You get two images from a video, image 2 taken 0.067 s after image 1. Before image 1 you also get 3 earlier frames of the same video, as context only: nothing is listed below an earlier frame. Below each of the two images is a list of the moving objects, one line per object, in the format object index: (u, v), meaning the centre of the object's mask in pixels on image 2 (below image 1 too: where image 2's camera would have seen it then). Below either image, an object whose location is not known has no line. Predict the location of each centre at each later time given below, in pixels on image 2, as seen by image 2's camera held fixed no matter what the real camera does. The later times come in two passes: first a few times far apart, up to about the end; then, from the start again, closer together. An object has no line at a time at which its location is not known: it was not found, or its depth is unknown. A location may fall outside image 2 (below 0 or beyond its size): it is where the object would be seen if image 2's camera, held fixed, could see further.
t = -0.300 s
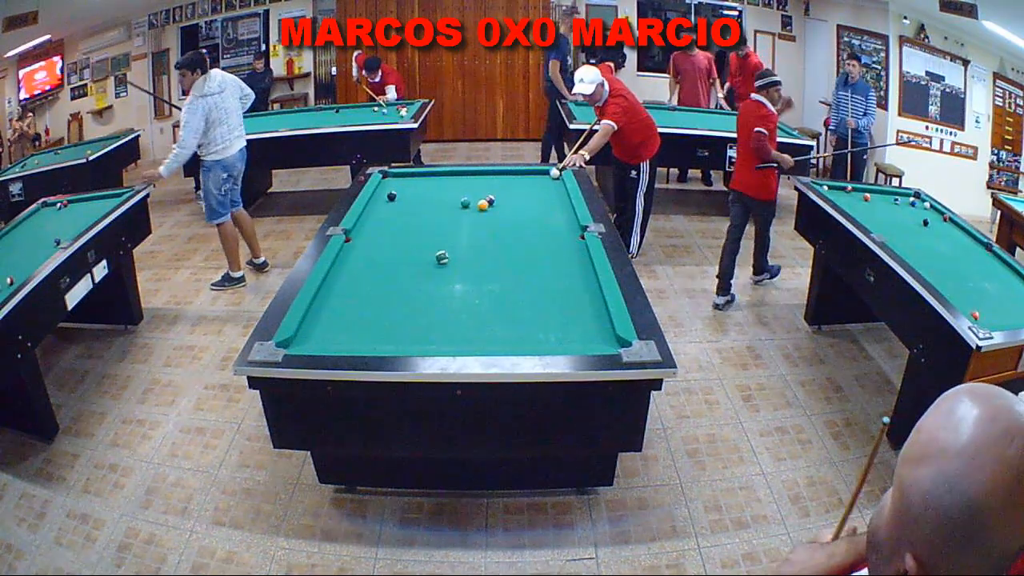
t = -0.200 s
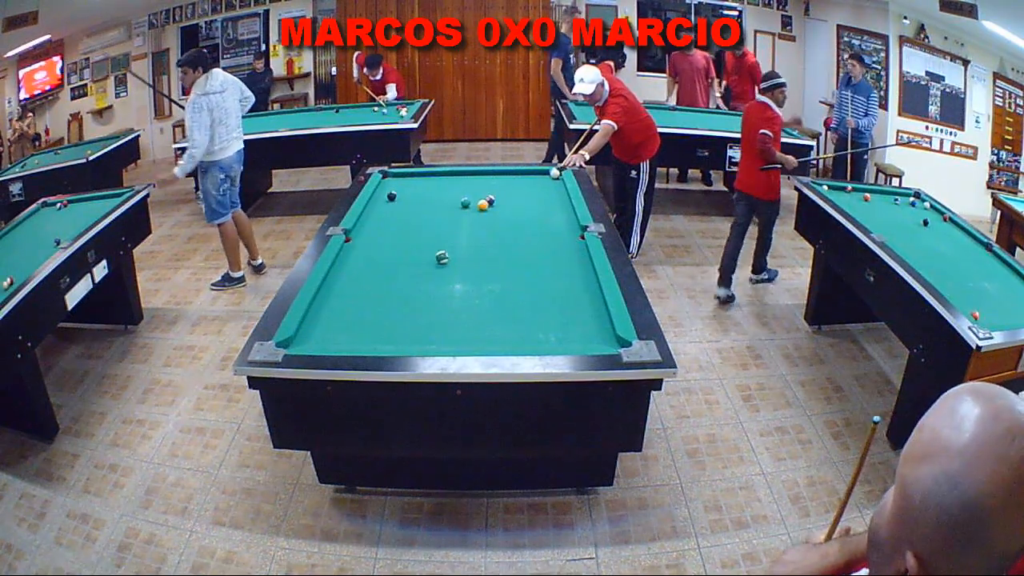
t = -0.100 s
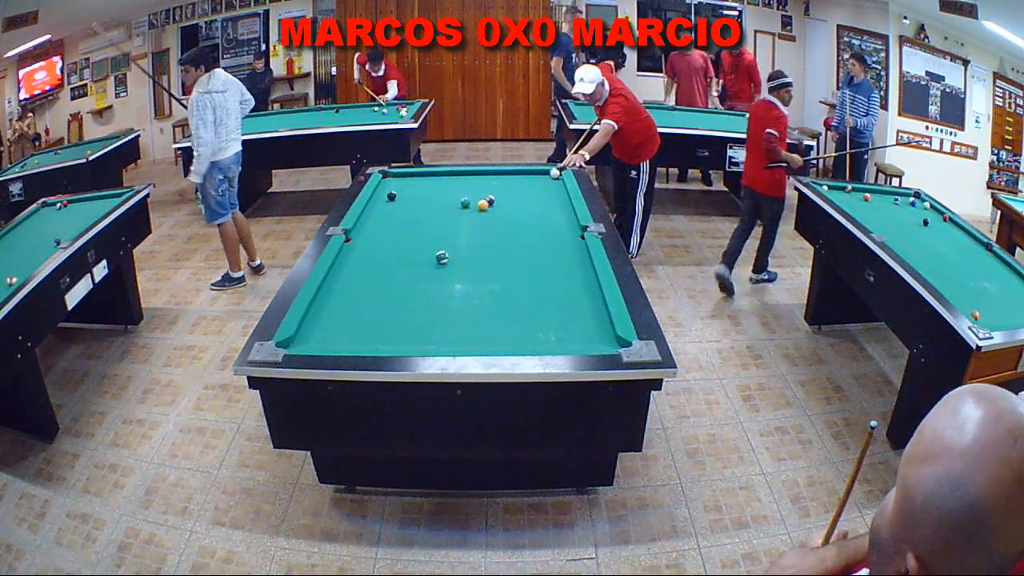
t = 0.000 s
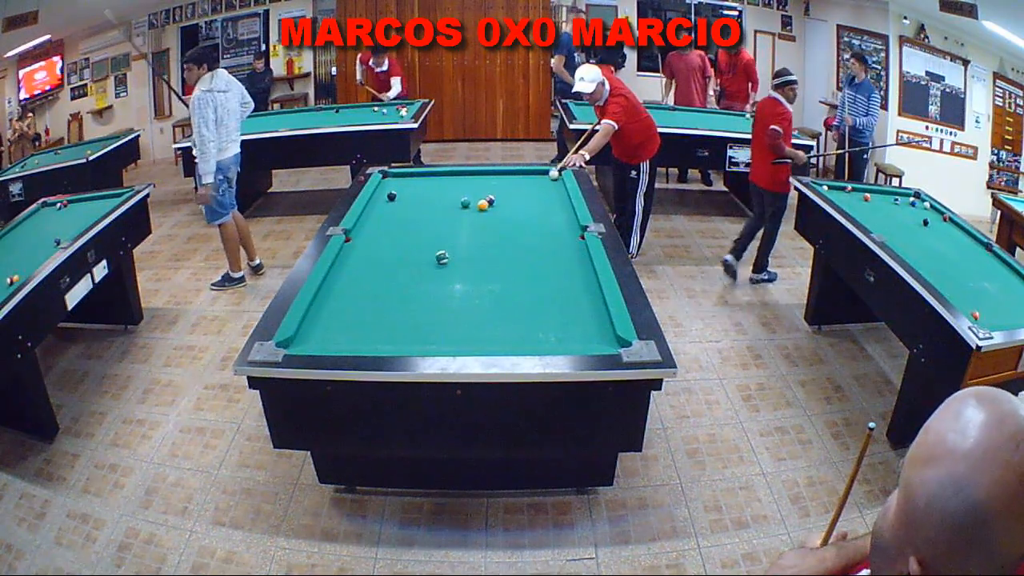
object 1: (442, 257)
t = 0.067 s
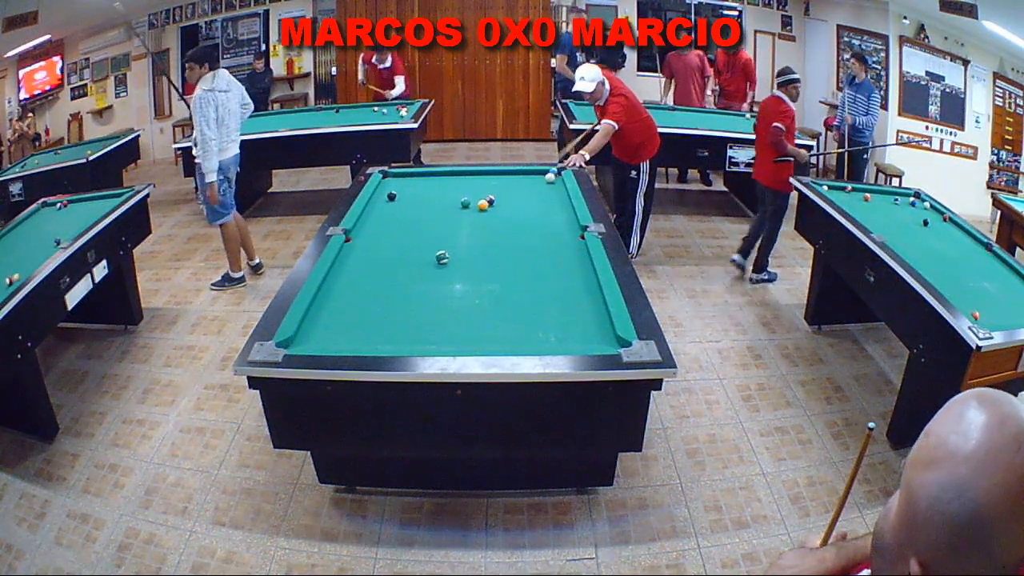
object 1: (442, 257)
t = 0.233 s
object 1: (442, 257)
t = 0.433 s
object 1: (442, 257)
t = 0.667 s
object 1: (442, 257)
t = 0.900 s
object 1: (442, 257)
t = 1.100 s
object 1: (442, 257)
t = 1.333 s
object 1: (442, 257)
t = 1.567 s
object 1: (433, 260)
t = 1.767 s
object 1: (414, 266)
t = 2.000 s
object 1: (393, 273)
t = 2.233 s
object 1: (372, 280)
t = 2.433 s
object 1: (357, 286)
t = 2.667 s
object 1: (338, 293)
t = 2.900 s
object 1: (322, 297)
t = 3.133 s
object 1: (323, 301)
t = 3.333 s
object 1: (327, 303)
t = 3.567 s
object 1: (330, 305)
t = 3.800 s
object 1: (333, 307)
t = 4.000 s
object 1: (335, 308)
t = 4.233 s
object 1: (337, 308)
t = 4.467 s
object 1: (336, 307)
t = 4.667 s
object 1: (336, 307)
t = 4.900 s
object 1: (336, 307)
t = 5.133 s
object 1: (336, 307)
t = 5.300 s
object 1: (336, 307)
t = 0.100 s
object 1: (442, 257)
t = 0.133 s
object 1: (442, 257)
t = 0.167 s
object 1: (442, 257)
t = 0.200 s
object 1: (442, 257)
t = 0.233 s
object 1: (442, 257)
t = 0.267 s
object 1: (442, 257)
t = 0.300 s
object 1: (442, 257)
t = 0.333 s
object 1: (442, 257)
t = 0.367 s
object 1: (442, 257)
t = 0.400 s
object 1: (442, 257)
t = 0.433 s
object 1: (442, 257)
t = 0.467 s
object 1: (442, 257)
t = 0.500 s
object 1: (442, 257)
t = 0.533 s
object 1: (442, 257)
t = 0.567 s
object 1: (442, 257)
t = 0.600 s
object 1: (442, 257)
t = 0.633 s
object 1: (442, 257)
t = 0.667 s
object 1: (442, 257)
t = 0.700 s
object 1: (442, 257)
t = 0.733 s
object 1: (442, 257)
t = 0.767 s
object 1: (442, 257)
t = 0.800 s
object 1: (442, 257)
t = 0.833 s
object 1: (442, 257)
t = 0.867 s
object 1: (442, 257)
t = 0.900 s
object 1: (442, 257)
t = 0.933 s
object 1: (442, 257)
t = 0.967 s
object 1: (442, 257)
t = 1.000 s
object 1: (442, 257)
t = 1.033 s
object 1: (442, 257)
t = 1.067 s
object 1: (442, 257)
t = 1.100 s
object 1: (442, 257)
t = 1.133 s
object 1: (442, 257)
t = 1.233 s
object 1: (442, 257)
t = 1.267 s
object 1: (441, 257)
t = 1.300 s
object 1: (442, 257)
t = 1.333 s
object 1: (442, 257)
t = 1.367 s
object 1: (441, 257)
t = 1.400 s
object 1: (441, 257)
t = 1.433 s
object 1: (441, 257)
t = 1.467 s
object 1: (441, 257)
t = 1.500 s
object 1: (441, 257)
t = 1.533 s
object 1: (437, 258)
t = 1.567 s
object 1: (433, 260)
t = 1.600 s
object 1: (430, 261)
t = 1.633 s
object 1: (427, 262)
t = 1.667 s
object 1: (424, 263)
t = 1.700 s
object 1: (421, 264)
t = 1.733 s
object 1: (418, 265)
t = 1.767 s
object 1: (414, 266)
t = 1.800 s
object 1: (410, 268)
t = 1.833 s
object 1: (407, 269)
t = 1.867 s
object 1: (405, 269)
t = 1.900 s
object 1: (402, 270)
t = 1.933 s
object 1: (398, 271)
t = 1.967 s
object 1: (395, 272)
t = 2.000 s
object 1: (393, 273)
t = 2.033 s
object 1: (391, 274)
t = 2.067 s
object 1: (387, 275)
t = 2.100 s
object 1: (384, 276)
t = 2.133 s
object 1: (381, 277)
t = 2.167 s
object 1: (378, 279)
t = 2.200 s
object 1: (375, 281)
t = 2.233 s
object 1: (372, 280)
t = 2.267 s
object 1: (370, 281)
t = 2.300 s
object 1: (367, 282)
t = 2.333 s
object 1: (364, 283)
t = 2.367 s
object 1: (361, 284)
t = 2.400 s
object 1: (359, 285)
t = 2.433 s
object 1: (357, 286)
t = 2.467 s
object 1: (354, 286)
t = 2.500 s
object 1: (351, 287)
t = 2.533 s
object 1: (349, 288)
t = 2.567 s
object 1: (346, 289)
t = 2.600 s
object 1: (343, 290)
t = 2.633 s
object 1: (340, 292)
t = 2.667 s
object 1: (338, 293)
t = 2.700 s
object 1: (335, 295)
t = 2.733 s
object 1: (334, 293)
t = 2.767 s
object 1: (331, 294)
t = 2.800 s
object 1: (329, 295)
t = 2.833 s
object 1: (326, 296)
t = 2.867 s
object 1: (324, 297)
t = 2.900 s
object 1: (322, 297)
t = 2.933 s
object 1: (320, 297)
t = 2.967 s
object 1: (319, 299)
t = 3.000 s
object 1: (320, 299)
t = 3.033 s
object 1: (320, 300)
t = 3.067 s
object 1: (321, 300)
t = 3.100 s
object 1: (322, 301)
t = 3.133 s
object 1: (323, 301)
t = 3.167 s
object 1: (323, 301)
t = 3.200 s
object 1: (324, 301)
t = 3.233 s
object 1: (325, 302)
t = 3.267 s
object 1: (326, 302)
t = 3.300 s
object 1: (326, 302)
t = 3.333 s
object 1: (327, 303)
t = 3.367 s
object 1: (328, 303)
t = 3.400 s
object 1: (329, 304)
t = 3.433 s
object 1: (329, 304)
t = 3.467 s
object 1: (330, 305)
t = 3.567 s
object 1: (330, 305)
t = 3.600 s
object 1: (331, 305)
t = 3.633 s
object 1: (332, 306)
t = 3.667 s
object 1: (332, 306)
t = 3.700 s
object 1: (333, 307)
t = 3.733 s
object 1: (333, 306)
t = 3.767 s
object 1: (333, 306)
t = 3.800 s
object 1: (333, 307)
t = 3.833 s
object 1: (334, 307)
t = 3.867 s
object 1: (334, 307)
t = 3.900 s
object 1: (334, 307)
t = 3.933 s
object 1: (335, 307)
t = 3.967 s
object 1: (335, 307)
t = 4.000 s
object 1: (335, 308)
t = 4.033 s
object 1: (336, 307)
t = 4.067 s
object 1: (336, 307)
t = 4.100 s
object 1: (336, 307)
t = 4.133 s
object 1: (336, 308)
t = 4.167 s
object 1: (337, 308)
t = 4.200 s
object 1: (337, 308)
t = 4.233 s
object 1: (337, 308)
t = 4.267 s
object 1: (337, 308)
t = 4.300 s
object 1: (337, 307)
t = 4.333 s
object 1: (337, 307)
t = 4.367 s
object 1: (336, 308)
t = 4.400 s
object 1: (336, 307)
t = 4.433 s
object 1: (336, 307)
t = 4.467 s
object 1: (336, 307)
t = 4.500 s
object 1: (336, 307)
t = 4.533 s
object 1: (336, 307)
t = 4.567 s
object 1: (336, 307)
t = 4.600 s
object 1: (336, 307)
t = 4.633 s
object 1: (336, 307)
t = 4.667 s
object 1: (336, 307)
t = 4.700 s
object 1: (336, 307)
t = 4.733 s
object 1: (336, 307)
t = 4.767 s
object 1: (336, 307)
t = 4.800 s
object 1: (336, 307)
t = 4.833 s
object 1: (336, 307)
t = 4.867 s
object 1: (336, 307)
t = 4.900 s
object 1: (336, 307)
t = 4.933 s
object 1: (336, 307)
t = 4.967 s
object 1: (336, 307)
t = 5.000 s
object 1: (336, 307)
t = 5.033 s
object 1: (336, 307)
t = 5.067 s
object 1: (336, 307)
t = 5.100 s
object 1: (336, 307)
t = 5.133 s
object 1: (336, 307)
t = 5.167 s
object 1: (336, 307)
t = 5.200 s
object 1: (336, 307)
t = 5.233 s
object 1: (336, 307)
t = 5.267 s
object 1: (336, 307)
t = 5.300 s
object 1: (336, 307)
